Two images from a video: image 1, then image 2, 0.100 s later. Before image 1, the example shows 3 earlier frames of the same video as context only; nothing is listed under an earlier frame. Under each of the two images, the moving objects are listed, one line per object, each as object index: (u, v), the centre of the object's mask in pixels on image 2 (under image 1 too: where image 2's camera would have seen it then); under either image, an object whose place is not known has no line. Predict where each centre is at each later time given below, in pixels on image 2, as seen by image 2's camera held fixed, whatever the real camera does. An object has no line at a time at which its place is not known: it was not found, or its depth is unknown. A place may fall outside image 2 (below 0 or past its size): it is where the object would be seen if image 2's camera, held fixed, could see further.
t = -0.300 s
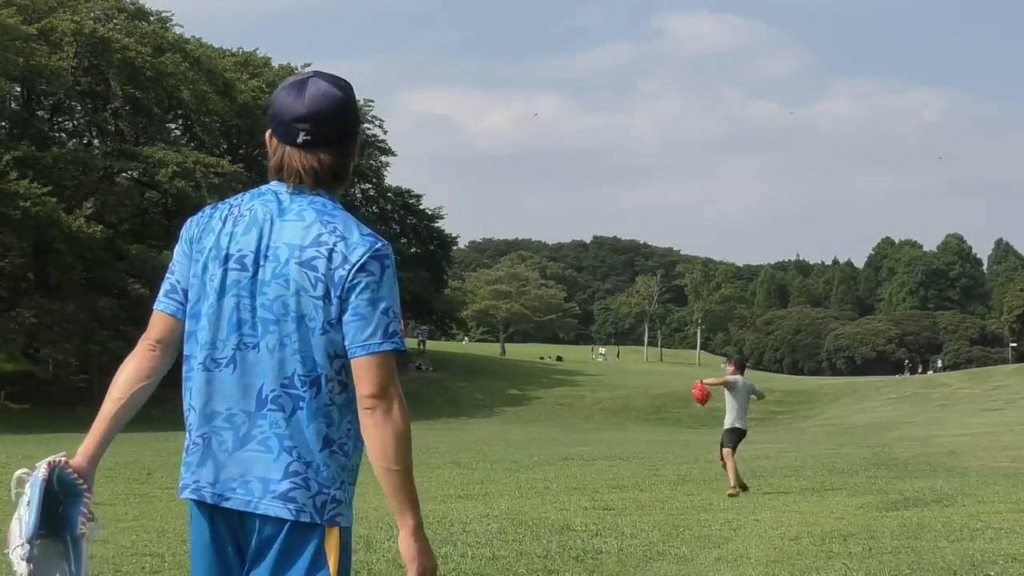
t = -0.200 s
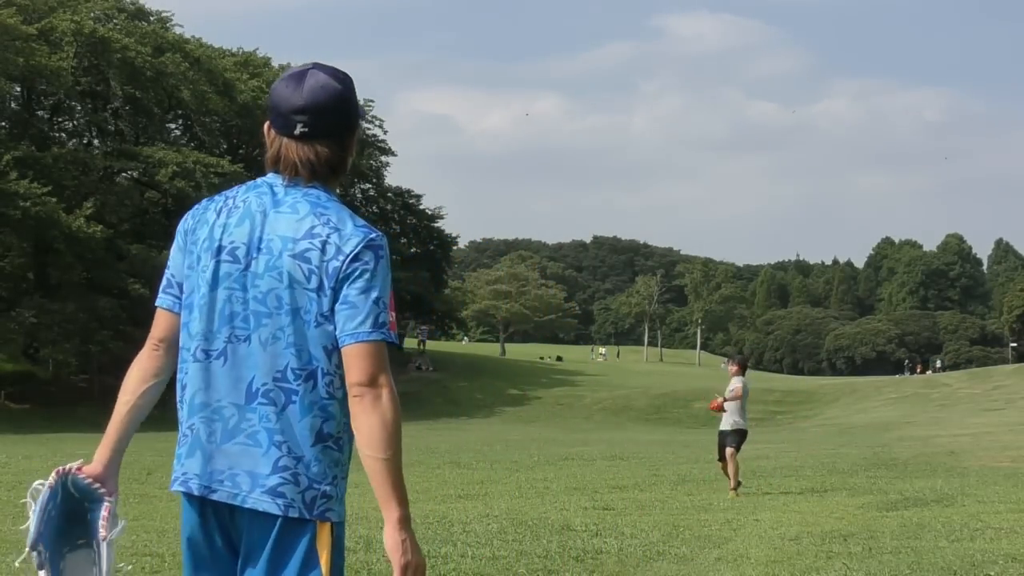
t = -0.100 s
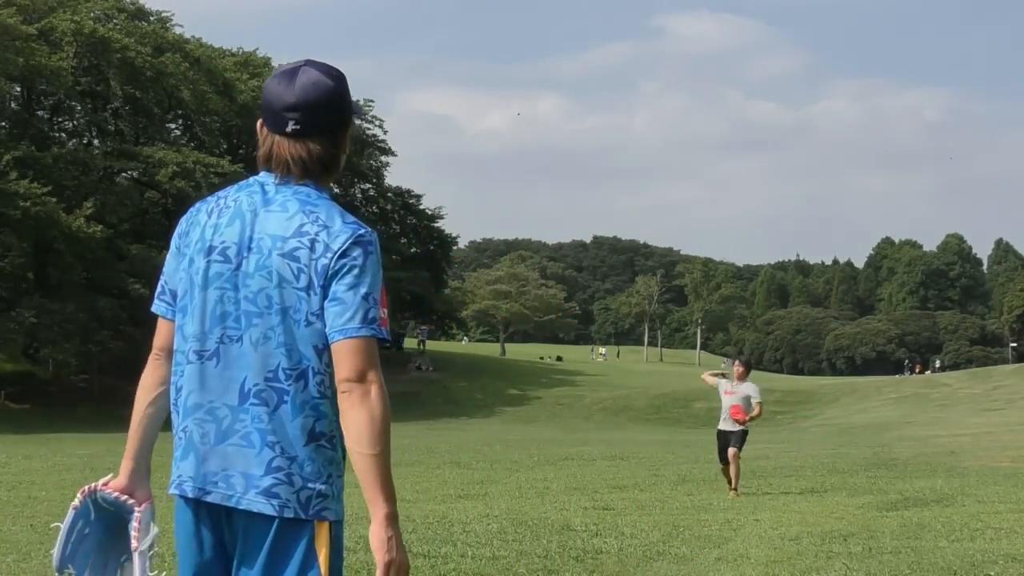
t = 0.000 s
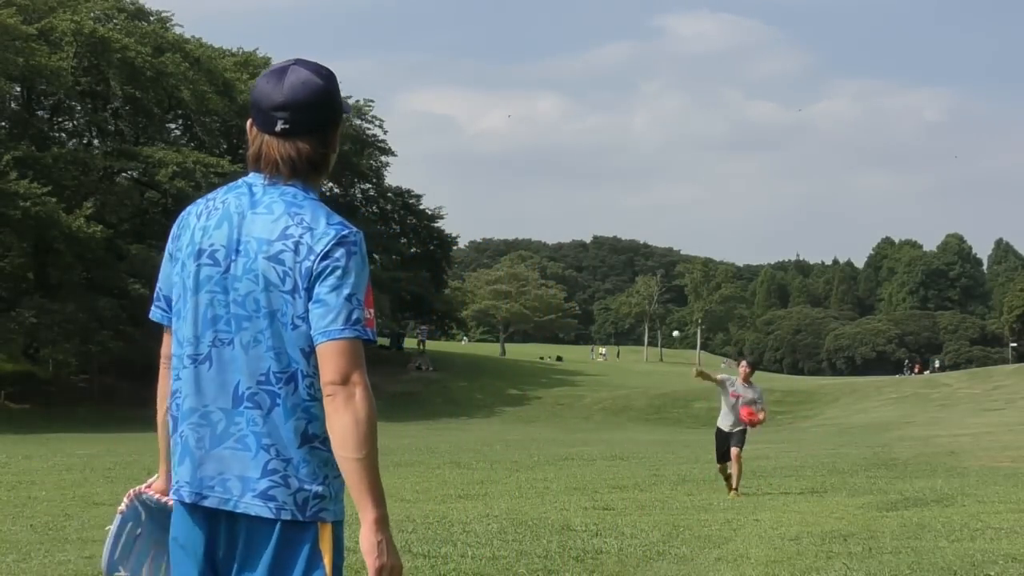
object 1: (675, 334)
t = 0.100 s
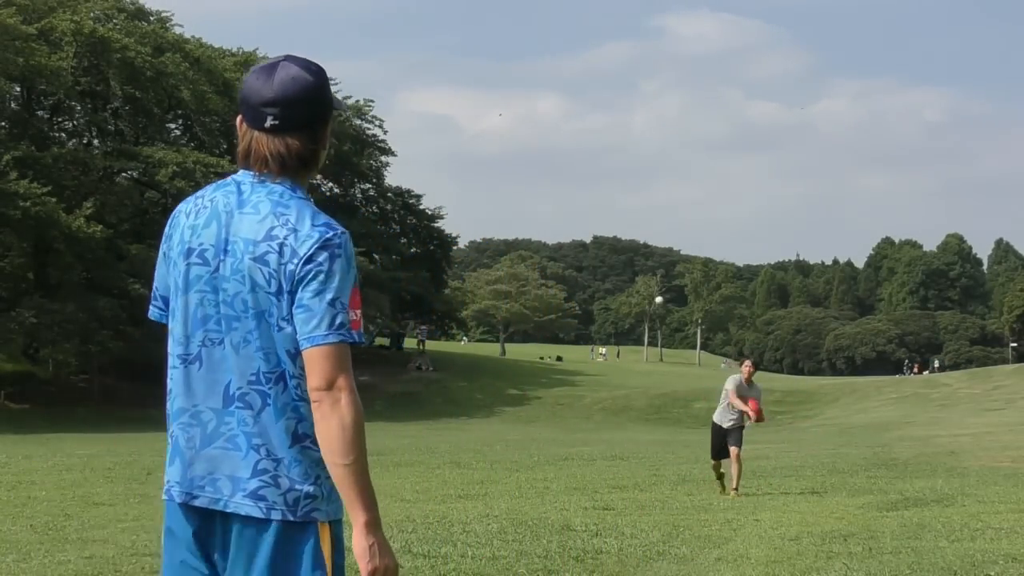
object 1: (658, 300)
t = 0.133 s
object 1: (652, 288)
